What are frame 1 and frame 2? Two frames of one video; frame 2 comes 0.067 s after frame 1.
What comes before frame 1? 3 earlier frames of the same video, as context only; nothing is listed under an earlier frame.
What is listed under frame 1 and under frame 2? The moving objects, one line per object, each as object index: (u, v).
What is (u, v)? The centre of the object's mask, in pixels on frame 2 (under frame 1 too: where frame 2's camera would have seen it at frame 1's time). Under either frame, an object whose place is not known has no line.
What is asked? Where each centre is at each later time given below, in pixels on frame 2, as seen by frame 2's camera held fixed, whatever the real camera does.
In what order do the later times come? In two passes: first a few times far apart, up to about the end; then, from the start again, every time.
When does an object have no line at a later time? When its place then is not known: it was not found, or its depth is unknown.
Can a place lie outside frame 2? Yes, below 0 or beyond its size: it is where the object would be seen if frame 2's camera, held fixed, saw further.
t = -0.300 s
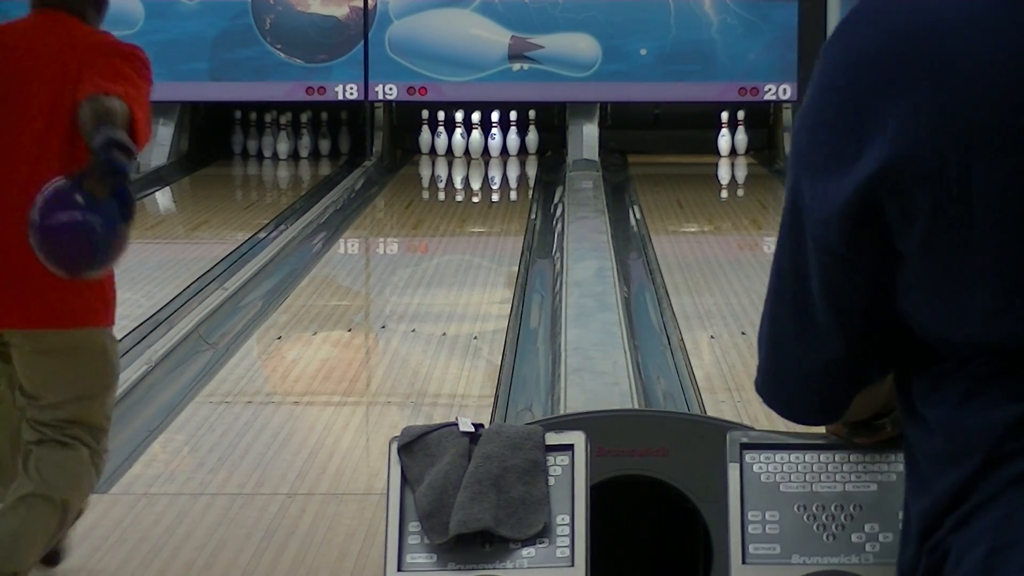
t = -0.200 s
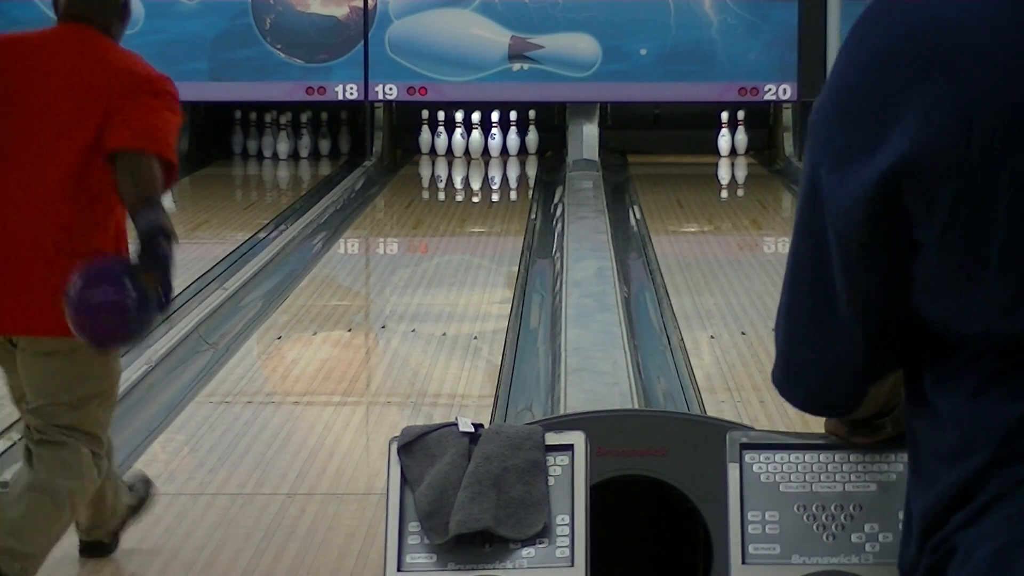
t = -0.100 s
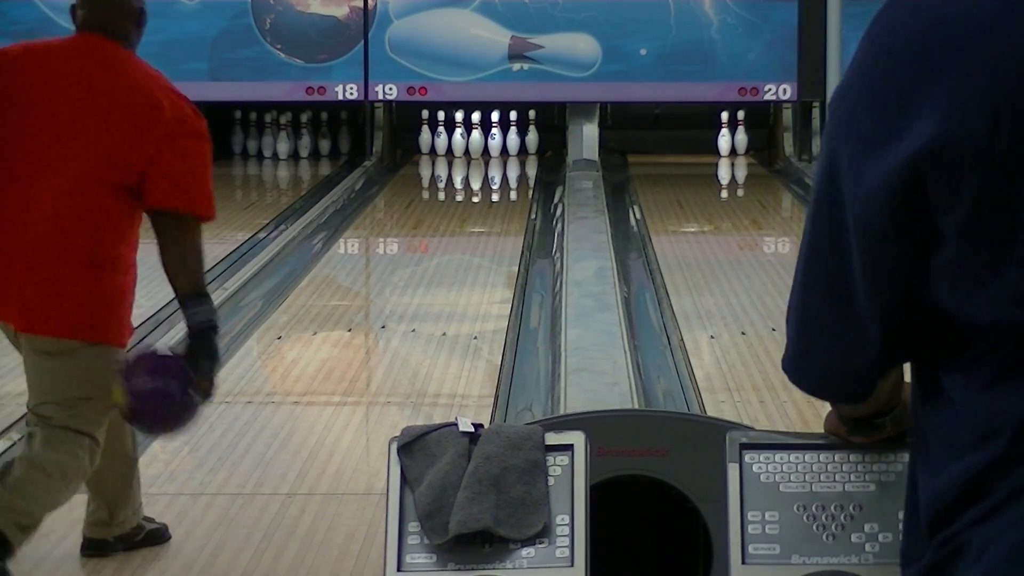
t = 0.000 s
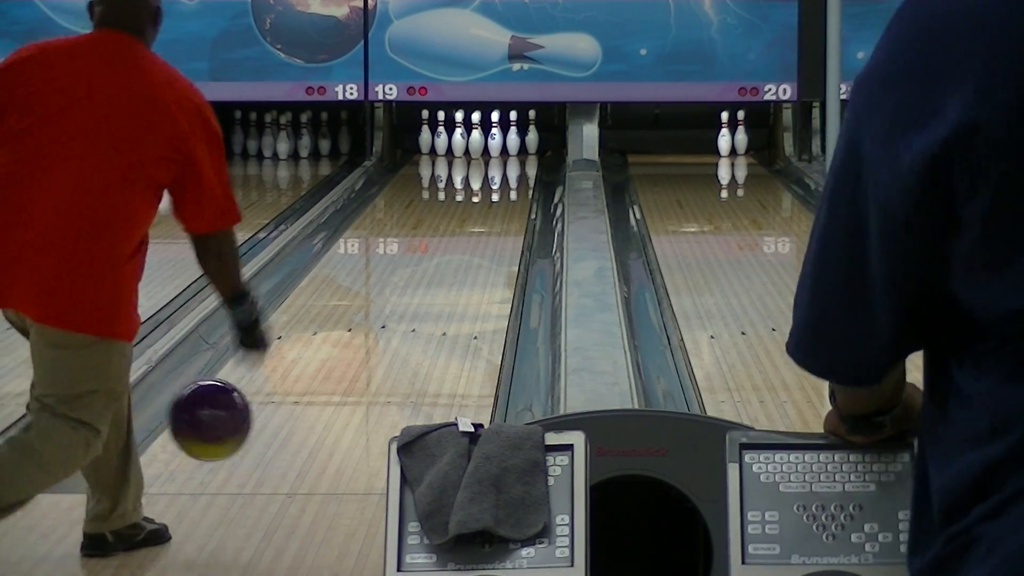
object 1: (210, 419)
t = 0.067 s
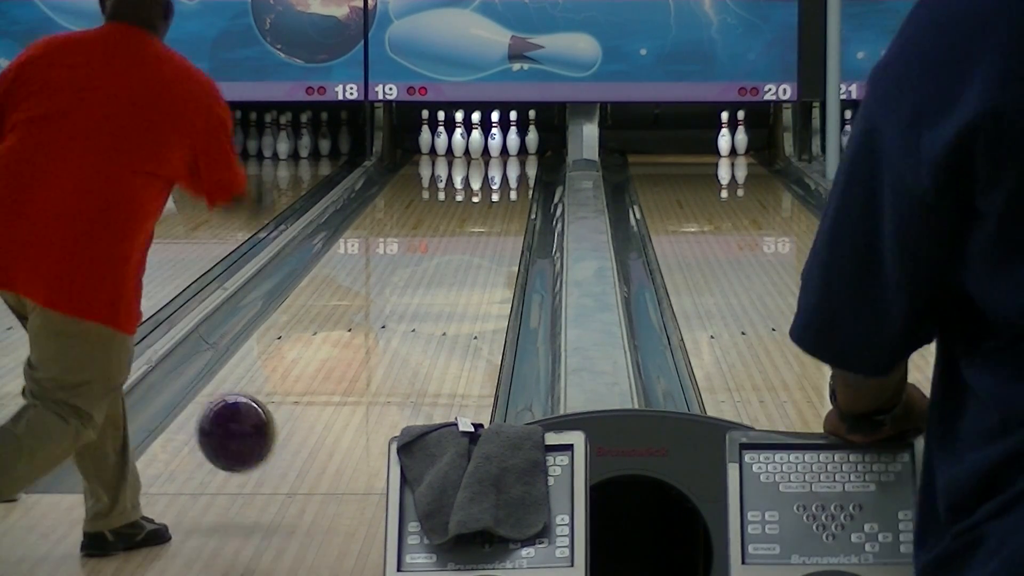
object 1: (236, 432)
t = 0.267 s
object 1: (299, 411)
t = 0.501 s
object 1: (352, 362)
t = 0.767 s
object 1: (396, 313)
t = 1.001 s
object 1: (425, 282)
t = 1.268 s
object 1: (452, 250)
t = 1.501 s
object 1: (470, 228)
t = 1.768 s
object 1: (486, 207)
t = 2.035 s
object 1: (499, 190)
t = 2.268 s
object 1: (505, 177)
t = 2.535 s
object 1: (506, 165)
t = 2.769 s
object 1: (501, 156)
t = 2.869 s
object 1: (498, 153)
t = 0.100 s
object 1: (249, 444)
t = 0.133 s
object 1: (261, 458)
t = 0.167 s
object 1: (272, 440)
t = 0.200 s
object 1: (281, 427)
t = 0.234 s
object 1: (290, 417)
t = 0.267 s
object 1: (299, 411)
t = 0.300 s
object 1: (307, 408)
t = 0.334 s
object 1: (316, 399)
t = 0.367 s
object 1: (324, 391)
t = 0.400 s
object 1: (331, 383)
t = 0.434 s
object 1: (338, 376)
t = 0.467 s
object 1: (345, 369)
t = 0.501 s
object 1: (352, 362)
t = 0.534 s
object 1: (358, 355)
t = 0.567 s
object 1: (364, 348)
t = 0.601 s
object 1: (370, 342)
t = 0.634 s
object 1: (376, 336)
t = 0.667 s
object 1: (381, 330)
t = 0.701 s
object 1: (386, 324)
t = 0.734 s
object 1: (391, 318)
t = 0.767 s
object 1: (396, 313)
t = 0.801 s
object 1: (401, 308)
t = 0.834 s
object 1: (405, 303)
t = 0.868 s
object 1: (410, 299)
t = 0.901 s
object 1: (414, 294)
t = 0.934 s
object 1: (418, 290)
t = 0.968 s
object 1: (422, 286)
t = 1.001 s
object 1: (425, 282)
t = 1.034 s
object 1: (429, 277)
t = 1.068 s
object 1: (433, 273)
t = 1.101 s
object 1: (437, 269)
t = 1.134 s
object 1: (440, 265)
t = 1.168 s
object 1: (443, 261)
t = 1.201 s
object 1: (446, 257)
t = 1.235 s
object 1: (449, 254)
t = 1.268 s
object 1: (452, 250)
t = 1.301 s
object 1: (455, 247)
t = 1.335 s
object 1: (458, 243)
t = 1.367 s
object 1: (460, 240)
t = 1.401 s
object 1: (463, 237)
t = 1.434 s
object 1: (465, 234)
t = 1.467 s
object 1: (467, 231)
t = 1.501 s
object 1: (470, 228)
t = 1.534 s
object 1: (473, 226)
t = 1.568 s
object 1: (475, 223)
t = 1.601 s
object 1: (477, 220)
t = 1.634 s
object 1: (479, 217)
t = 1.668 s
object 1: (480, 214)
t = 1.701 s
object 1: (482, 212)
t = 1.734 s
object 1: (484, 210)
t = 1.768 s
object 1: (486, 207)
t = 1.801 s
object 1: (488, 205)
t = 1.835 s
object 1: (490, 202)
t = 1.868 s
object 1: (492, 200)
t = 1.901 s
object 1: (493, 198)
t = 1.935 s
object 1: (494, 196)
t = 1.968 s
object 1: (496, 194)
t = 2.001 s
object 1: (498, 191)
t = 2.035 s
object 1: (499, 190)
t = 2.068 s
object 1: (501, 187)
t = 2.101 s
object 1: (501, 185)
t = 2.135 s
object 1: (502, 183)
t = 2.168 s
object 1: (503, 182)
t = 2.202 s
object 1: (504, 180)
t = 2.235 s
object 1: (504, 178)
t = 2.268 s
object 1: (505, 177)
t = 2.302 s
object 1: (506, 175)
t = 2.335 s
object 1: (506, 173)
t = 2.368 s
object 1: (507, 172)
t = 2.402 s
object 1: (506, 170)
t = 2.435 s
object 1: (507, 169)
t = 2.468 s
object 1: (507, 168)
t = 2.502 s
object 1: (506, 166)
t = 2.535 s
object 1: (506, 165)
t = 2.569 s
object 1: (506, 163)
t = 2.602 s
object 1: (506, 162)
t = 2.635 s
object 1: (505, 161)
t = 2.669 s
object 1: (505, 160)
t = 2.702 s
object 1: (504, 158)
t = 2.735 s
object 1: (503, 157)
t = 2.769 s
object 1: (501, 156)
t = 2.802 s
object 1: (500, 155)
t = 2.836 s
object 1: (500, 154)
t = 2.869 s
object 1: (498, 153)
